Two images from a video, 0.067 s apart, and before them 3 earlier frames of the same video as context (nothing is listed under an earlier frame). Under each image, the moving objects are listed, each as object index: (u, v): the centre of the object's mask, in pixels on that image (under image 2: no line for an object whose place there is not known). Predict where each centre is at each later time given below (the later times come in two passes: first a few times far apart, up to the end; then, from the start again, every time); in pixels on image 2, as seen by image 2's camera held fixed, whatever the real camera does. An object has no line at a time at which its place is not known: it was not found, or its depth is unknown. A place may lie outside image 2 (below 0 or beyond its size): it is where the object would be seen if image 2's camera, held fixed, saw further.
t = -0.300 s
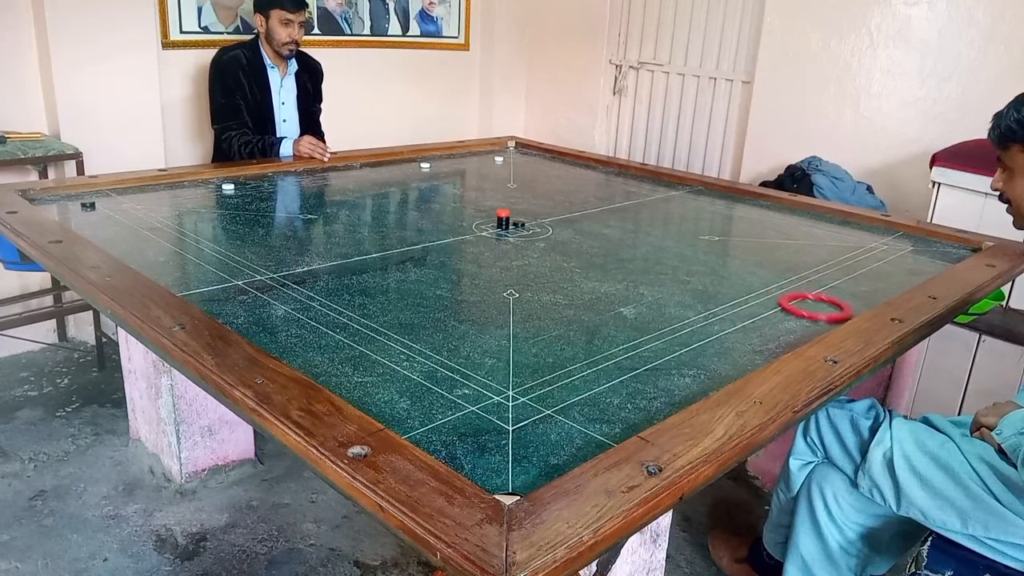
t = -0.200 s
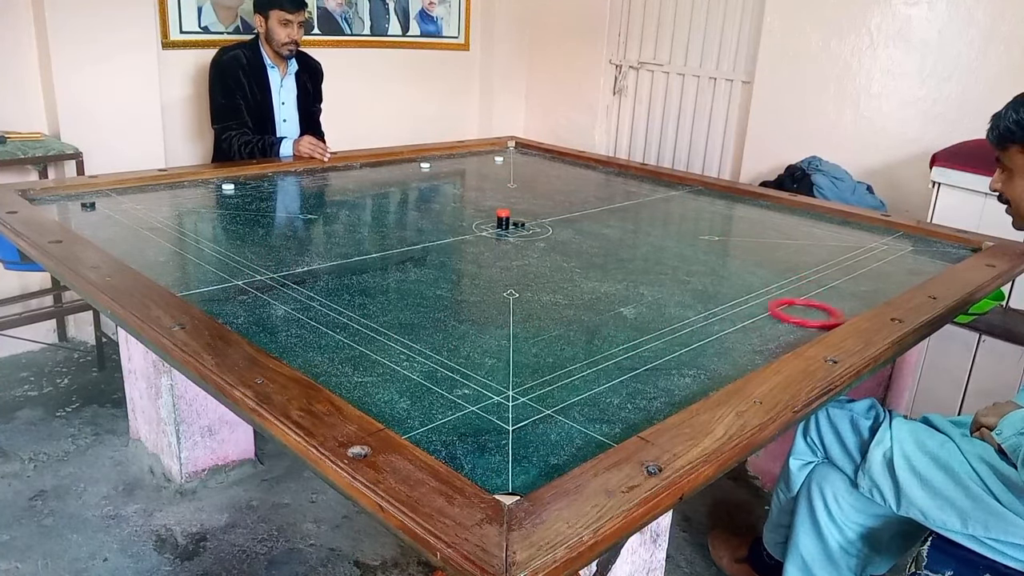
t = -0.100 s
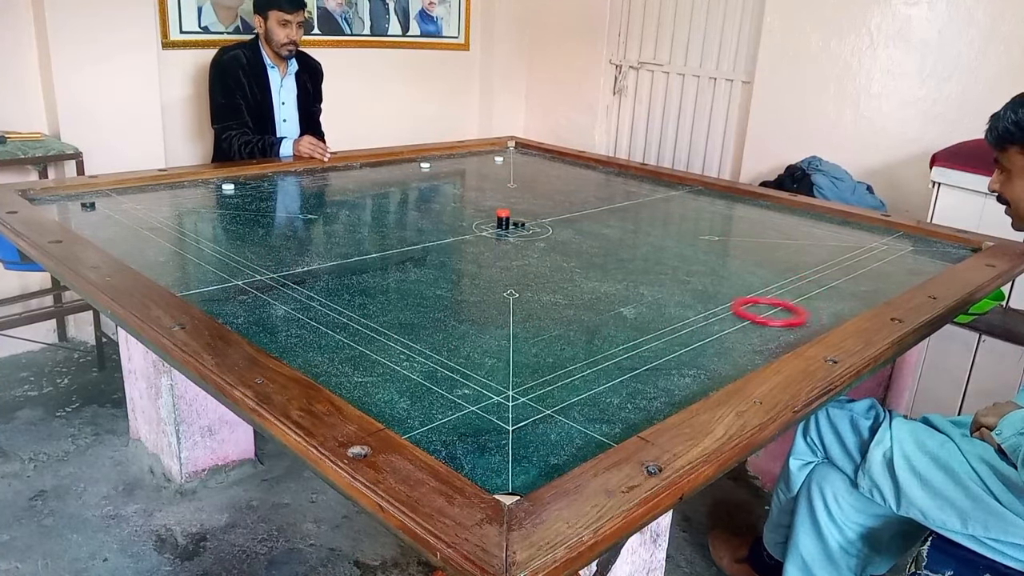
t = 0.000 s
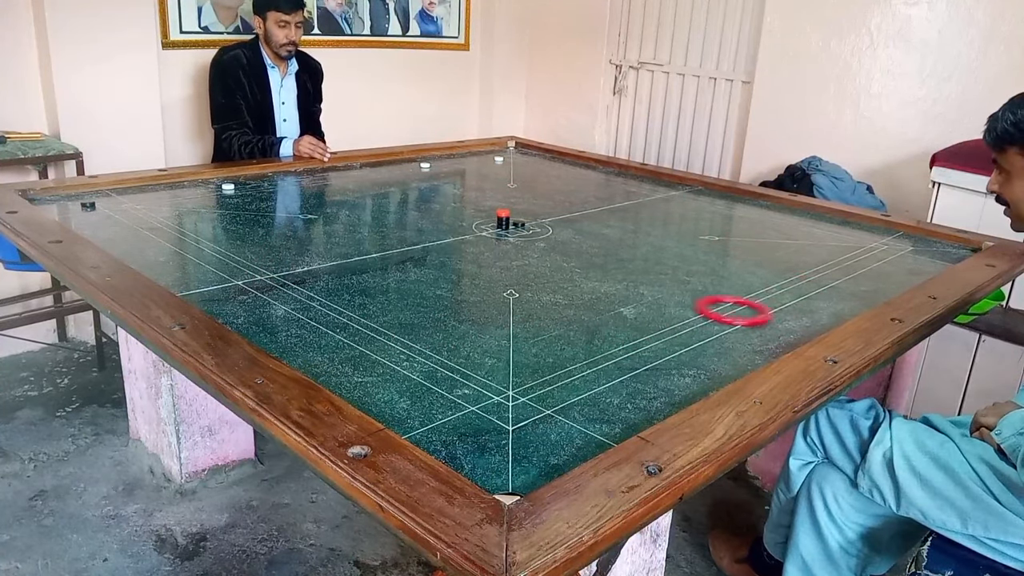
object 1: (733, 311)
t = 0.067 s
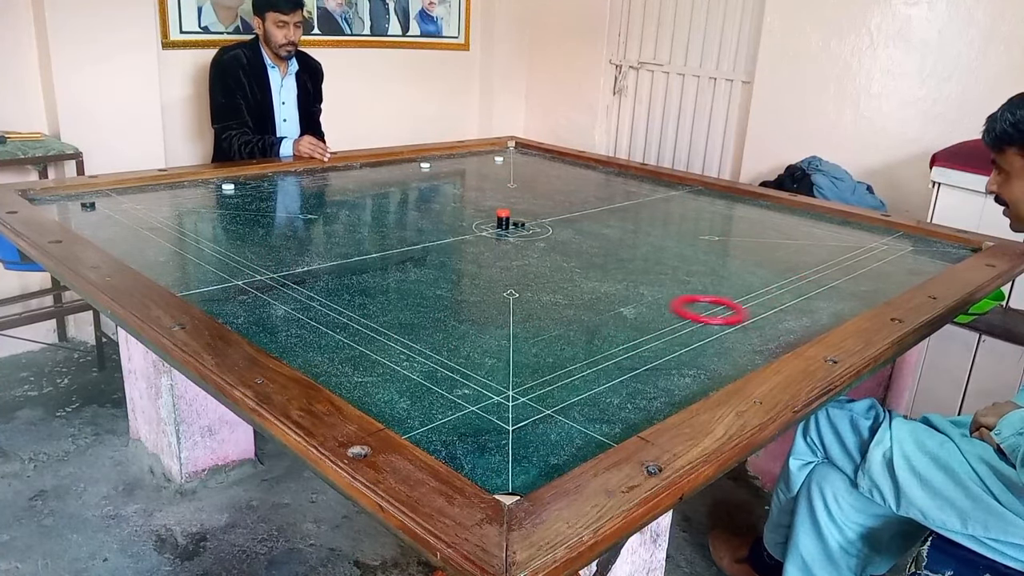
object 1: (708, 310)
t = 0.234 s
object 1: (650, 308)
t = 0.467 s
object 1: (569, 306)
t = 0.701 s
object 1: (489, 303)
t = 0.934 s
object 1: (411, 300)
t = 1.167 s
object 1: (332, 297)
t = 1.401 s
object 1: (254, 295)
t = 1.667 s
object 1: (219, 281)
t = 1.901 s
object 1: (234, 260)
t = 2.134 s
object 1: (248, 243)
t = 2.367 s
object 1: (259, 228)
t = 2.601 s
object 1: (269, 216)
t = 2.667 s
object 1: (272, 212)
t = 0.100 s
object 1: (697, 309)
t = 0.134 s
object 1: (685, 309)
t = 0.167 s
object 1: (673, 309)
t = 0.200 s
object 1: (661, 308)
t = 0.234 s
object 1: (650, 308)
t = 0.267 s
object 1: (639, 308)
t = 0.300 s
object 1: (626, 307)
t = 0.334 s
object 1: (615, 307)
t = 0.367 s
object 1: (603, 307)
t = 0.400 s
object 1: (592, 306)
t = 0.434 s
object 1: (580, 306)
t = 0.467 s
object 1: (569, 306)
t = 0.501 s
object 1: (557, 305)
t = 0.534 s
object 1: (547, 305)
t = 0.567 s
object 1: (535, 304)
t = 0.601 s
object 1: (523, 304)
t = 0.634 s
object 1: (512, 303)
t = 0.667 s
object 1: (500, 303)
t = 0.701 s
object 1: (489, 303)
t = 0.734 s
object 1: (478, 302)
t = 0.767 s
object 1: (467, 302)
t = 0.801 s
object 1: (456, 301)
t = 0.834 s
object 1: (445, 301)
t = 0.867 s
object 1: (433, 301)
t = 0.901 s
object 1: (422, 300)
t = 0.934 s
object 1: (411, 300)
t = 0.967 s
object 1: (399, 300)
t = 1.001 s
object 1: (388, 299)
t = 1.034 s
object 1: (377, 299)
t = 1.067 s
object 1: (366, 299)
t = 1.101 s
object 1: (355, 298)
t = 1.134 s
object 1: (344, 298)
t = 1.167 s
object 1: (332, 297)
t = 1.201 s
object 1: (320, 297)
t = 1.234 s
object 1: (310, 296)
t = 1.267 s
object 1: (298, 296)
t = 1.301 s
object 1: (287, 296)
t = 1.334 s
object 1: (275, 295)
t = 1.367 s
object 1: (264, 295)
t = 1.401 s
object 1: (254, 295)
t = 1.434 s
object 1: (242, 295)
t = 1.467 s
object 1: (232, 294)
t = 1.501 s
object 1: (222, 294)
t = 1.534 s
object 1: (215, 288)
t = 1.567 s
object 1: (213, 290)
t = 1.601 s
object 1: (213, 287)
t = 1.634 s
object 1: (215, 284)
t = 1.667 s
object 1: (219, 281)
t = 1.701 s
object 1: (221, 278)
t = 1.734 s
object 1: (223, 274)
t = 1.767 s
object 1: (225, 271)
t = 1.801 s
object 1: (227, 269)
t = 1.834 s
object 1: (229, 266)
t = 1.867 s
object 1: (232, 263)
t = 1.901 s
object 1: (234, 260)
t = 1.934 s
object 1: (236, 257)
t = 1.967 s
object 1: (238, 255)
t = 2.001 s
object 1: (240, 252)
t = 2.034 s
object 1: (242, 250)
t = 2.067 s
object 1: (244, 247)
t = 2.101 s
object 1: (246, 245)
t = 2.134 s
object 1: (248, 243)
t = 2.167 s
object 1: (249, 240)
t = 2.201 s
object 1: (251, 238)
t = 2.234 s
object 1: (253, 236)
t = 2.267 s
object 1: (255, 234)
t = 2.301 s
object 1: (256, 232)
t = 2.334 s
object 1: (258, 230)
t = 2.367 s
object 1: (259, 228)
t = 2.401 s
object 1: (260, 226)
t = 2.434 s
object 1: (262, 224)
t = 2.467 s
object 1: (263, 223)
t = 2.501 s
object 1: (265, 221)
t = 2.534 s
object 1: (266, 219)
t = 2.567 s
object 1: (268, 217)
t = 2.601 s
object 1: (269, 216)
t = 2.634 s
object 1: (271, 214)
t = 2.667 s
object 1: (272, 212)
